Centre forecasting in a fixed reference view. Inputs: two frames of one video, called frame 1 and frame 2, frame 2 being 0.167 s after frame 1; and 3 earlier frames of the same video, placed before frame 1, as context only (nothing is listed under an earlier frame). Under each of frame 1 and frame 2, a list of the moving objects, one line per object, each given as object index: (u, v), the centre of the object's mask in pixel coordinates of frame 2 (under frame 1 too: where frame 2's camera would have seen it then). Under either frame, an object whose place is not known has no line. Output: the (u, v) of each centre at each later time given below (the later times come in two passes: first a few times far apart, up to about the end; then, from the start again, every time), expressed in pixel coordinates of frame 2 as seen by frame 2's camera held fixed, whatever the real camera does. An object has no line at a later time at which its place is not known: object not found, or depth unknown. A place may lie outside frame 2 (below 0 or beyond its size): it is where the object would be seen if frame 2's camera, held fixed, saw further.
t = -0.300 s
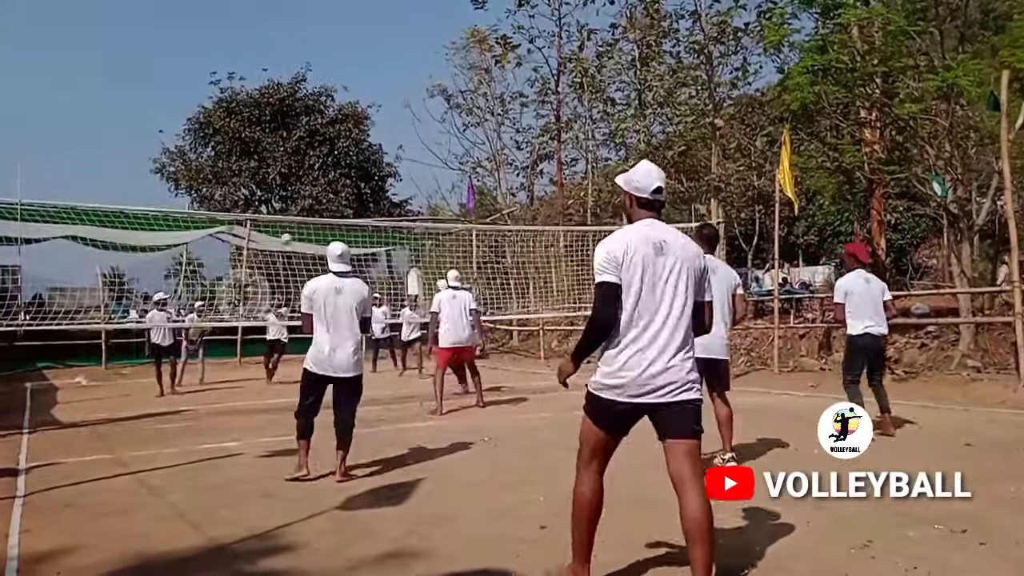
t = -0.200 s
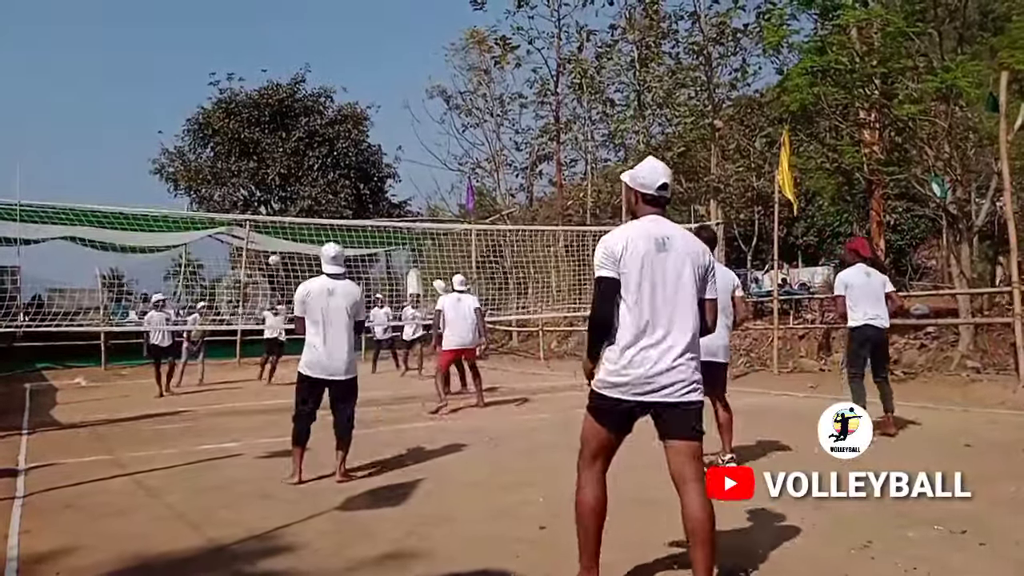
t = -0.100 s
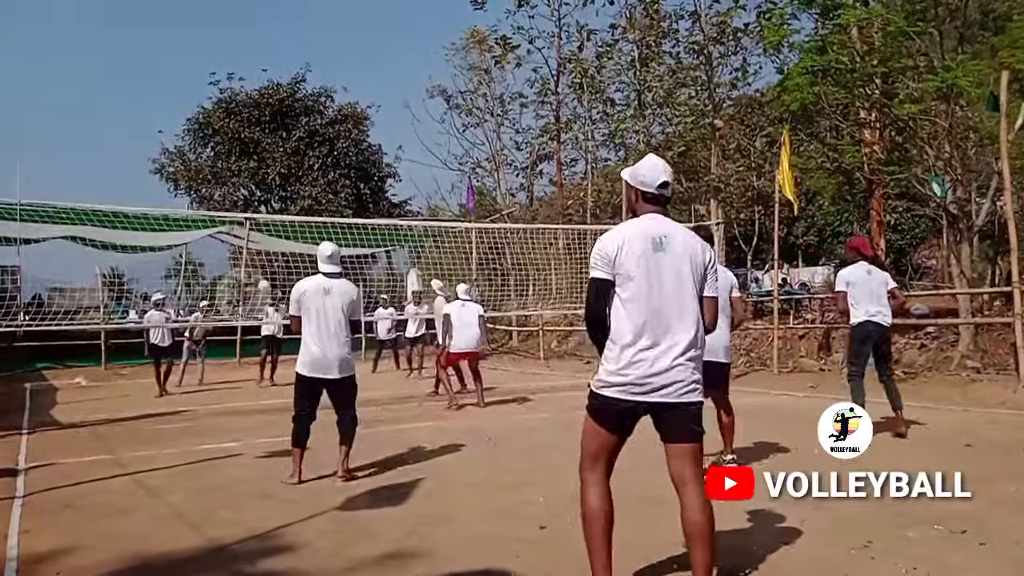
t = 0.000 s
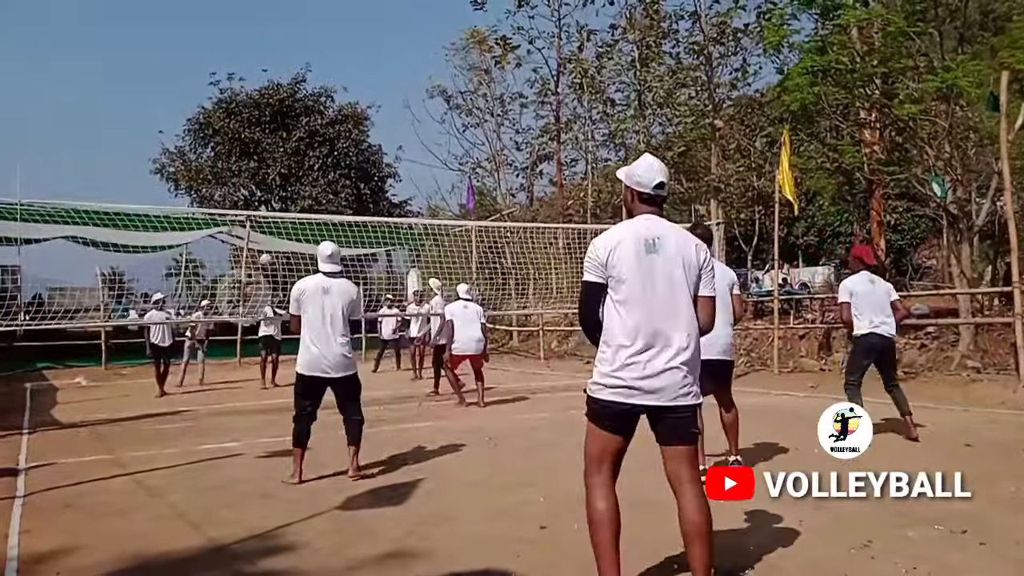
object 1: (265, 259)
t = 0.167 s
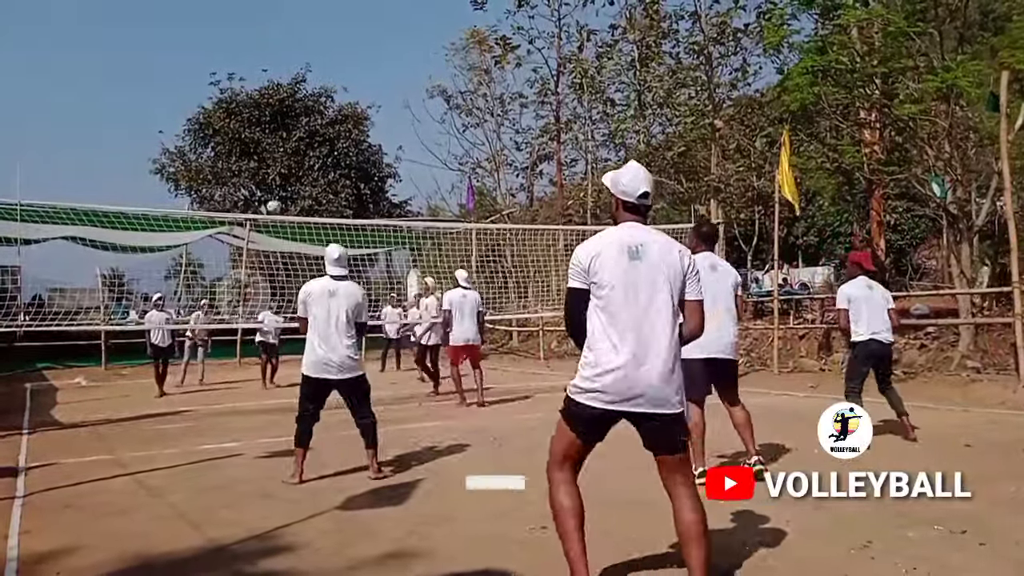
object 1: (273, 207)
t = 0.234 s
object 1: (276, 186)
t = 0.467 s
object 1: (295, 125)
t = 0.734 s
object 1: (331, 96)
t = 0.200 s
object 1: (275, 199)
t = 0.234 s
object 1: (276, 186)
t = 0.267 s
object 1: (278, 176)
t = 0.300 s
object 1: (281, 168)
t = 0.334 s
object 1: (283, 158)
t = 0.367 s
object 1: (286, 149)
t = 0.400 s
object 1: (288, 141)
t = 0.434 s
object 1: (291, 132)
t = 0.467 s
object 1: (295, 125)
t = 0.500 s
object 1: (299, 119)
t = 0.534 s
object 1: (302, 113)
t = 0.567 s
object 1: (307, 108)
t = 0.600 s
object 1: (311, 103)
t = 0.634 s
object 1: (316, 101)
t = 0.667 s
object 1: (320, 96)
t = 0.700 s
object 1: (325, 95)
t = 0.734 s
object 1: (331, 96)
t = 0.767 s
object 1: (336, 96)
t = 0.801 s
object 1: (342, 97)
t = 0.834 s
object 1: (348, 100)
